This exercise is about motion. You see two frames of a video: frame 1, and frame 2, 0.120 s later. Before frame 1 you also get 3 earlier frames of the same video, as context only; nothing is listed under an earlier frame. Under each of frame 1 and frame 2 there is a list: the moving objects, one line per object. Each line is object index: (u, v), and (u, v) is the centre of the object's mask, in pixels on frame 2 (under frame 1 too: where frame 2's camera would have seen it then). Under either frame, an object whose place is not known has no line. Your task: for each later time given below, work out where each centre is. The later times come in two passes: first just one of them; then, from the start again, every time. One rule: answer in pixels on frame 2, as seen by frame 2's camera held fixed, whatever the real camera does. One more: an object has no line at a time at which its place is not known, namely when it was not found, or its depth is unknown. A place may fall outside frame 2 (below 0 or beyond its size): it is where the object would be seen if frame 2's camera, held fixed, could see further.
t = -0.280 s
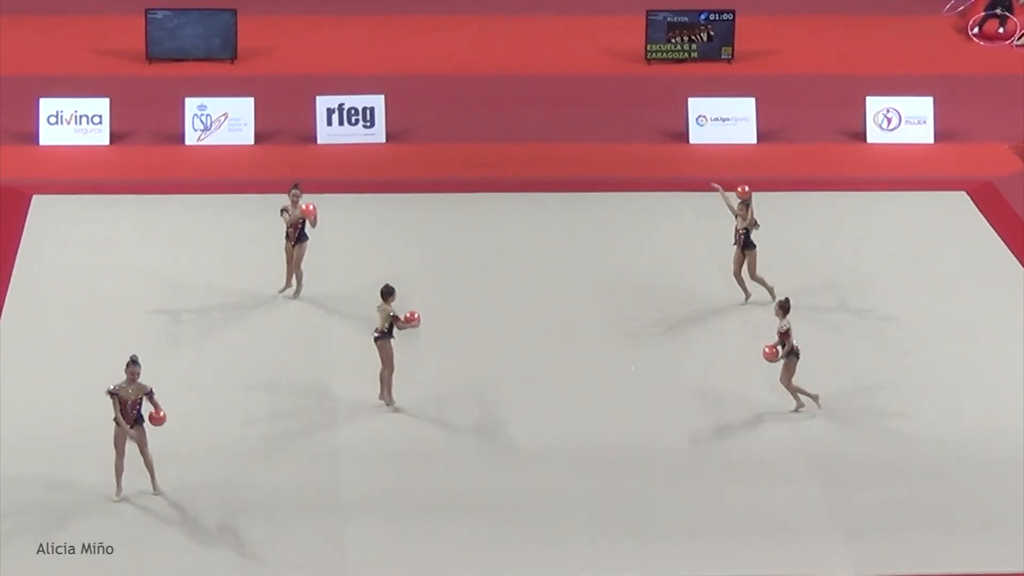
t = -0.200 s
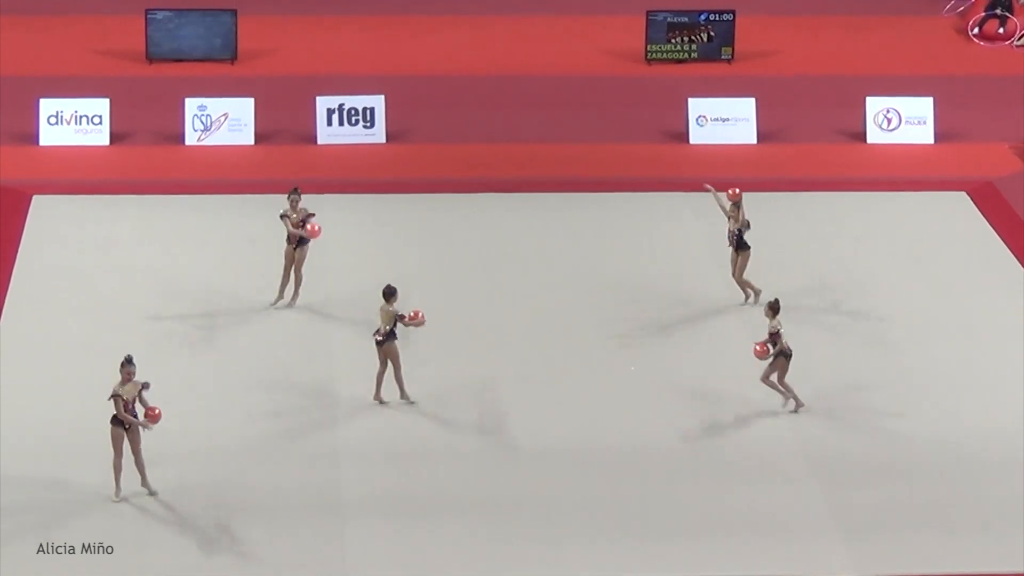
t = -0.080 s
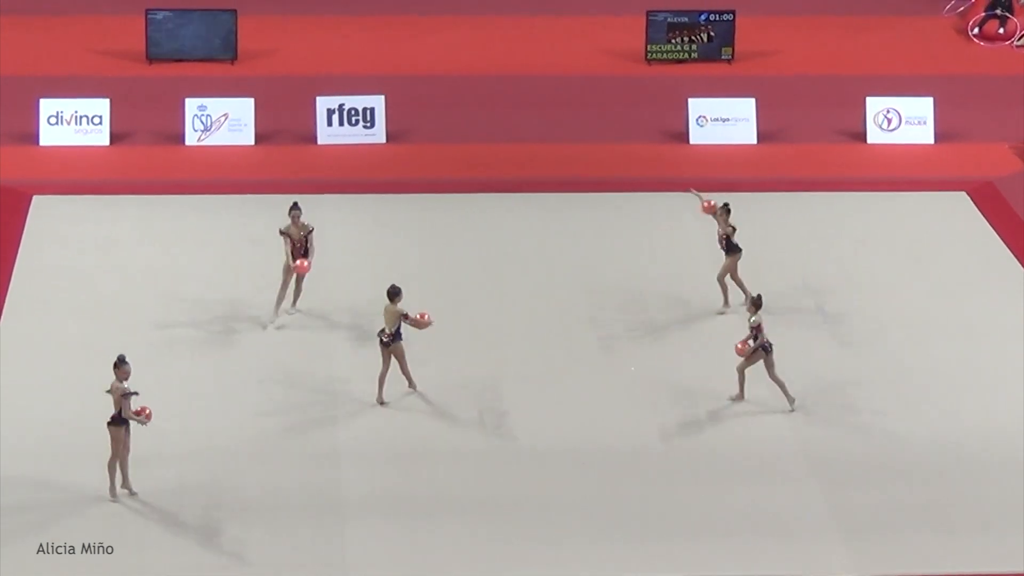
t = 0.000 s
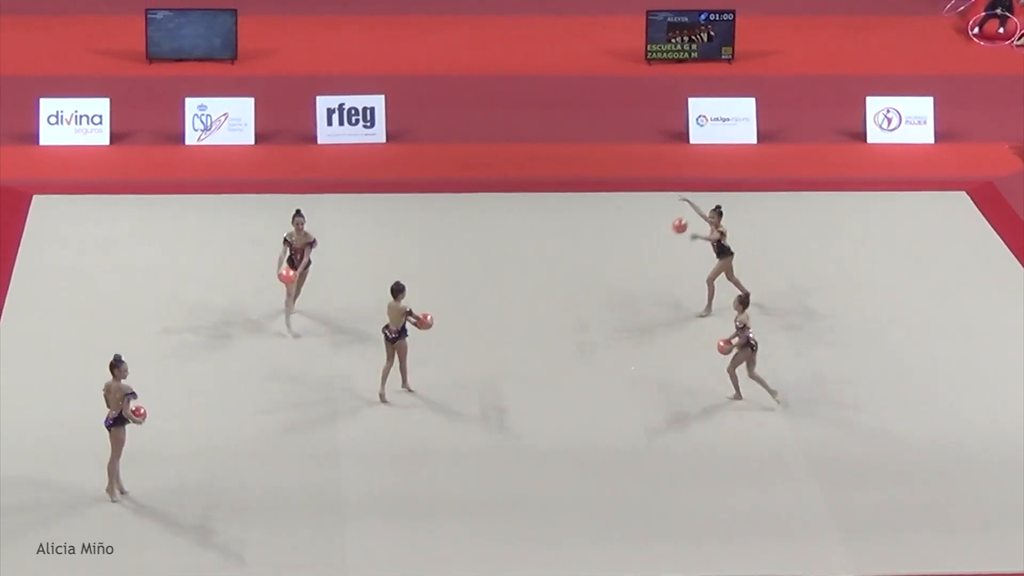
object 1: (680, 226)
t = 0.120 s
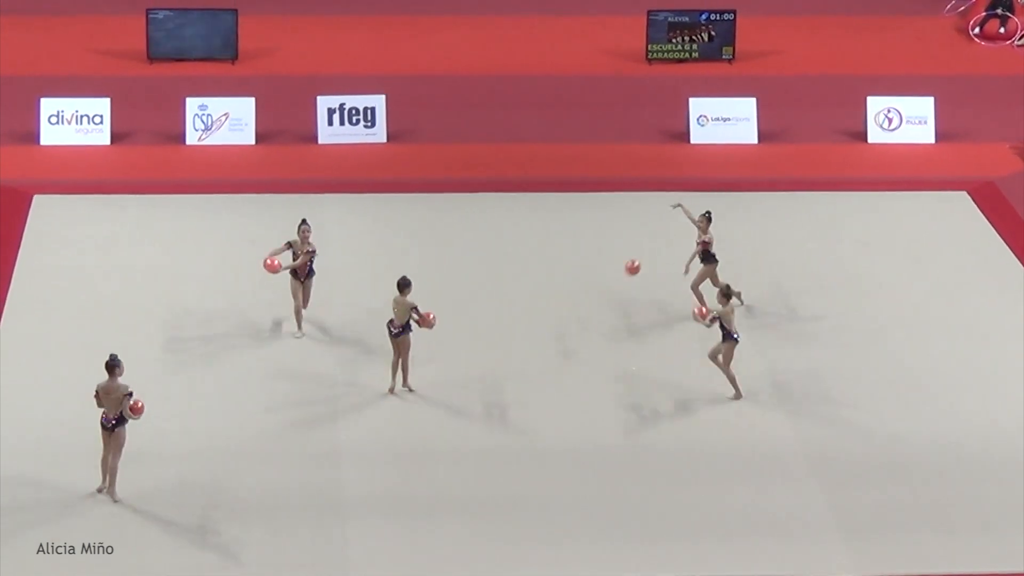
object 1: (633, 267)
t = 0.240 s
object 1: (585, 321)
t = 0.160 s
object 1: (616, 284)
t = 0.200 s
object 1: (601, 301)
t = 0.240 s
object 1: (585, 321)
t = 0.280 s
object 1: (569, 340)
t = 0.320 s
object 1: (559, 343)
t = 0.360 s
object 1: (552, 333)
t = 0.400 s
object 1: (544, 324)
